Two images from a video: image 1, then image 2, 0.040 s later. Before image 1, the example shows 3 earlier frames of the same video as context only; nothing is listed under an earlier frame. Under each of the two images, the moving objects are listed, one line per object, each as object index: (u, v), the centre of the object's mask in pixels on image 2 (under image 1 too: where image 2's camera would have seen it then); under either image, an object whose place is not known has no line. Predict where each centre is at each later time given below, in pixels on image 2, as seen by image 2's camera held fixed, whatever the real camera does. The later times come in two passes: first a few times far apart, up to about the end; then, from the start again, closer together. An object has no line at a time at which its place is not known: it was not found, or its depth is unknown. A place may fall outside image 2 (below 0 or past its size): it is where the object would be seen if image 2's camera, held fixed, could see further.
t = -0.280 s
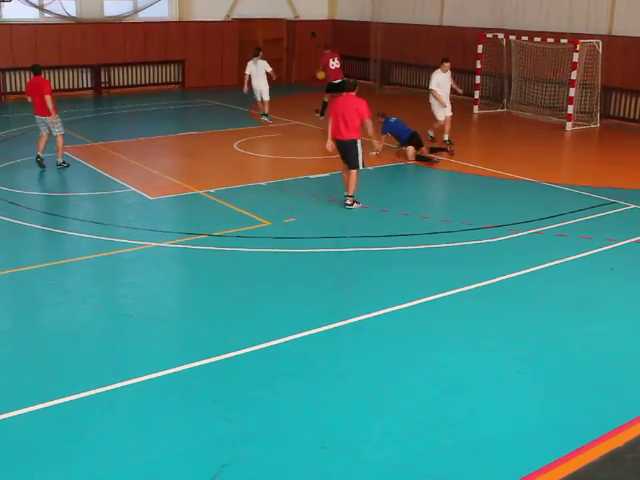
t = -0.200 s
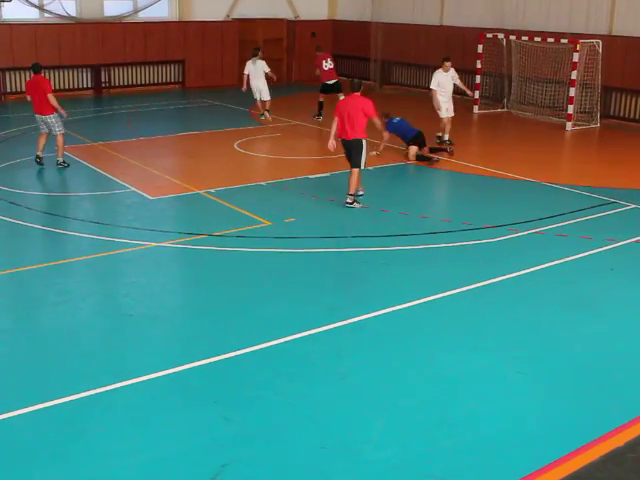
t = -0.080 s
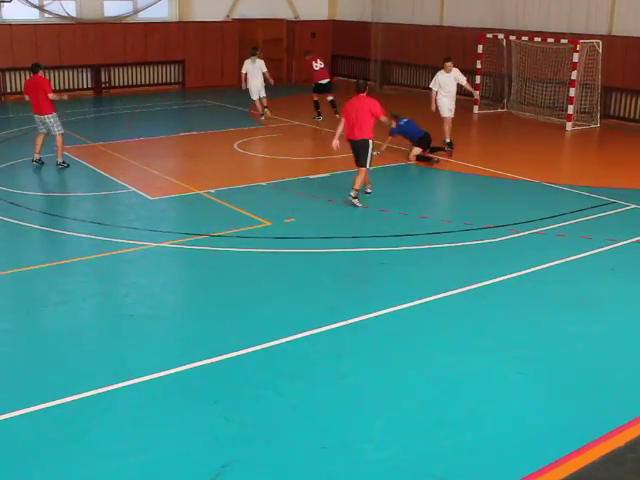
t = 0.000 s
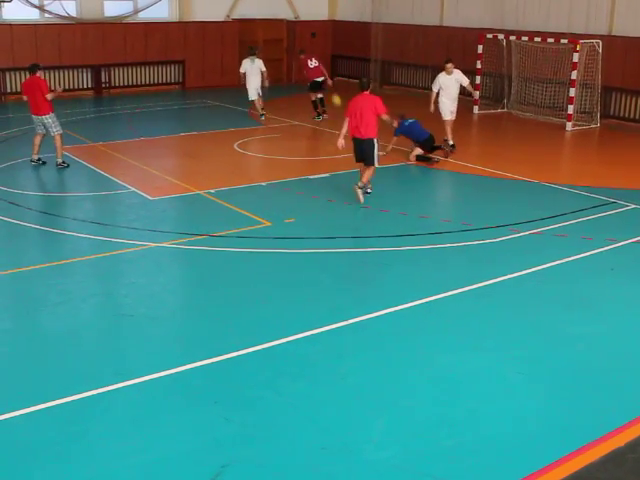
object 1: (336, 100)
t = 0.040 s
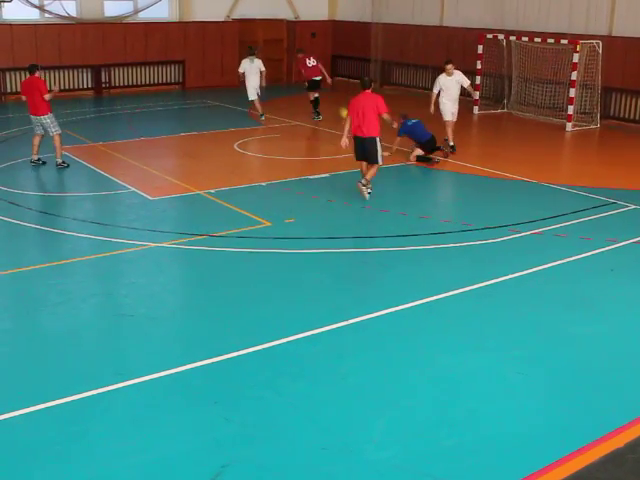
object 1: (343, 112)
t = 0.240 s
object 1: (376, 71)
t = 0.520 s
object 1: (421, 41)
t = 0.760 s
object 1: (462, 39)
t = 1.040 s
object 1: (509, 70)
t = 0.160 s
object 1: (362, 88)
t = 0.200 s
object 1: (366, 83)
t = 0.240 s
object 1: (376, 71)
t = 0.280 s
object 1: (382, 68)
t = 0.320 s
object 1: (388, 62)
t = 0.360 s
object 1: (395, 56)
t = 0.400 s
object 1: (401, 51)
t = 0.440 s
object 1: (408, 47)
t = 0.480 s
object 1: (415, 44)
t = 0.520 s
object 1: (421, 41)
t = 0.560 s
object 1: (428, 39)
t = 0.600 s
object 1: (435, 37)
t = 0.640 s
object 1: (442, 37)
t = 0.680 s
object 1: (449, 37)
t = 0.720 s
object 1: (456, 37)
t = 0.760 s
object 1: (462, 39)
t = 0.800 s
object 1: (469, 41)
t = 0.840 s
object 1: (476, 44)
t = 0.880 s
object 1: (483, 48)
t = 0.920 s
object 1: (489, 52)
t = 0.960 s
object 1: (497, 58)
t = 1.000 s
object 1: (503, 64)
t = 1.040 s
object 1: (509, 70)
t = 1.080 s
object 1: (516, 78)
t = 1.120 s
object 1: (523, 86)
